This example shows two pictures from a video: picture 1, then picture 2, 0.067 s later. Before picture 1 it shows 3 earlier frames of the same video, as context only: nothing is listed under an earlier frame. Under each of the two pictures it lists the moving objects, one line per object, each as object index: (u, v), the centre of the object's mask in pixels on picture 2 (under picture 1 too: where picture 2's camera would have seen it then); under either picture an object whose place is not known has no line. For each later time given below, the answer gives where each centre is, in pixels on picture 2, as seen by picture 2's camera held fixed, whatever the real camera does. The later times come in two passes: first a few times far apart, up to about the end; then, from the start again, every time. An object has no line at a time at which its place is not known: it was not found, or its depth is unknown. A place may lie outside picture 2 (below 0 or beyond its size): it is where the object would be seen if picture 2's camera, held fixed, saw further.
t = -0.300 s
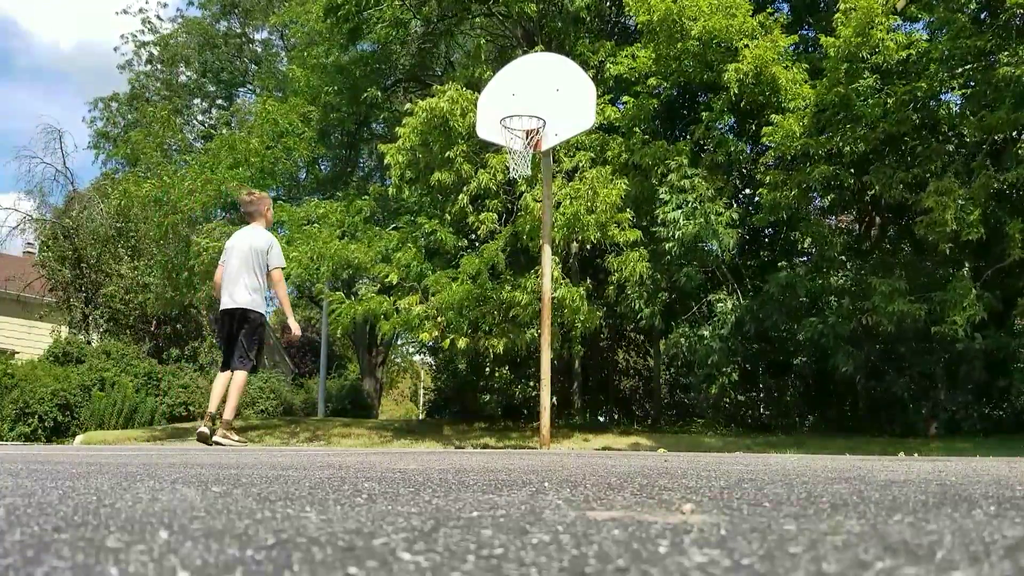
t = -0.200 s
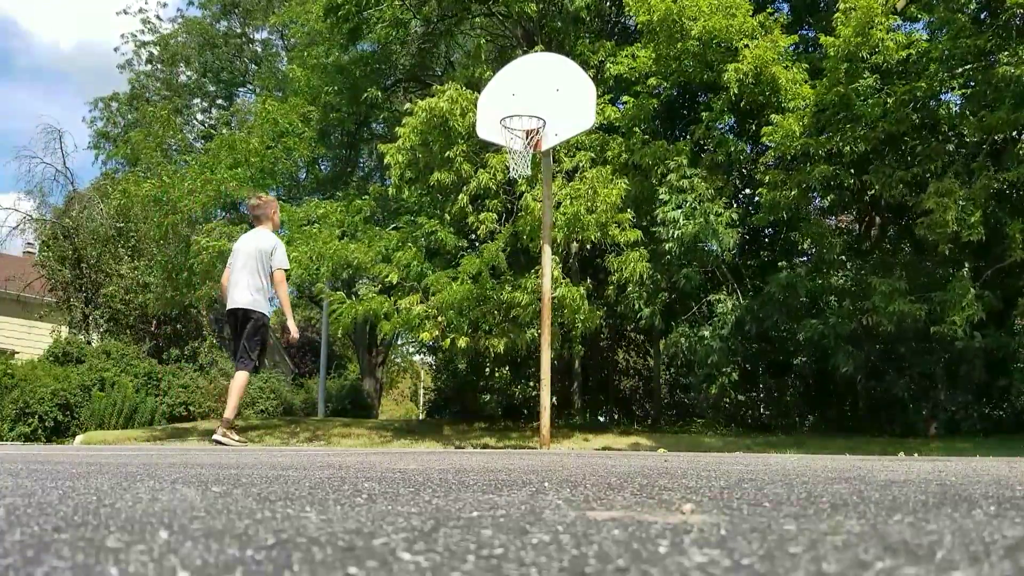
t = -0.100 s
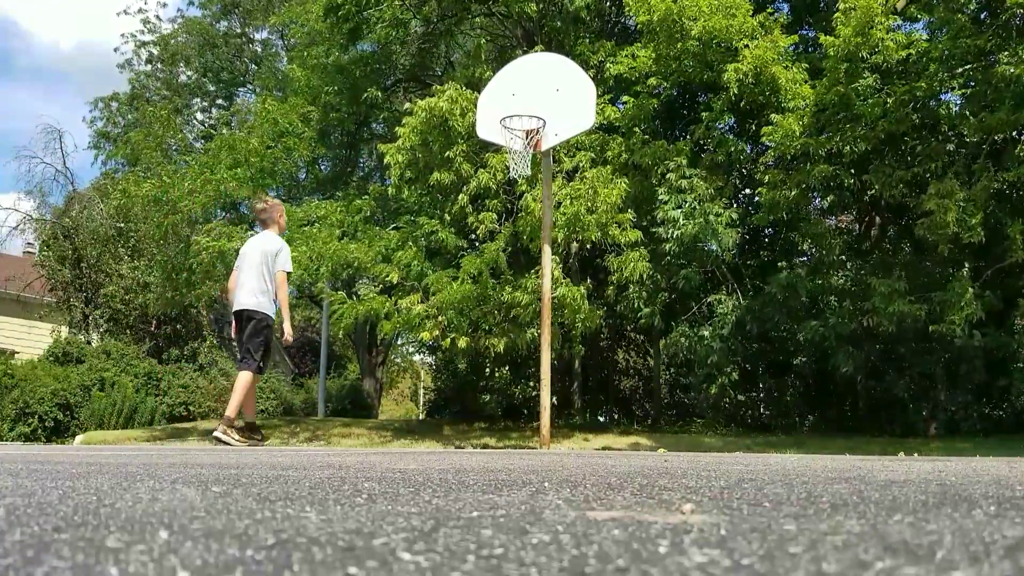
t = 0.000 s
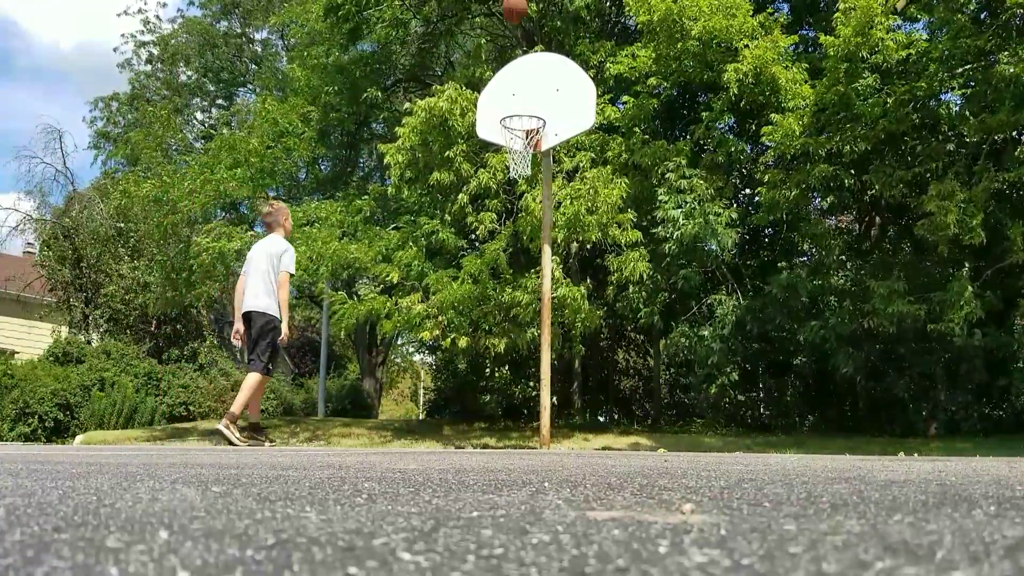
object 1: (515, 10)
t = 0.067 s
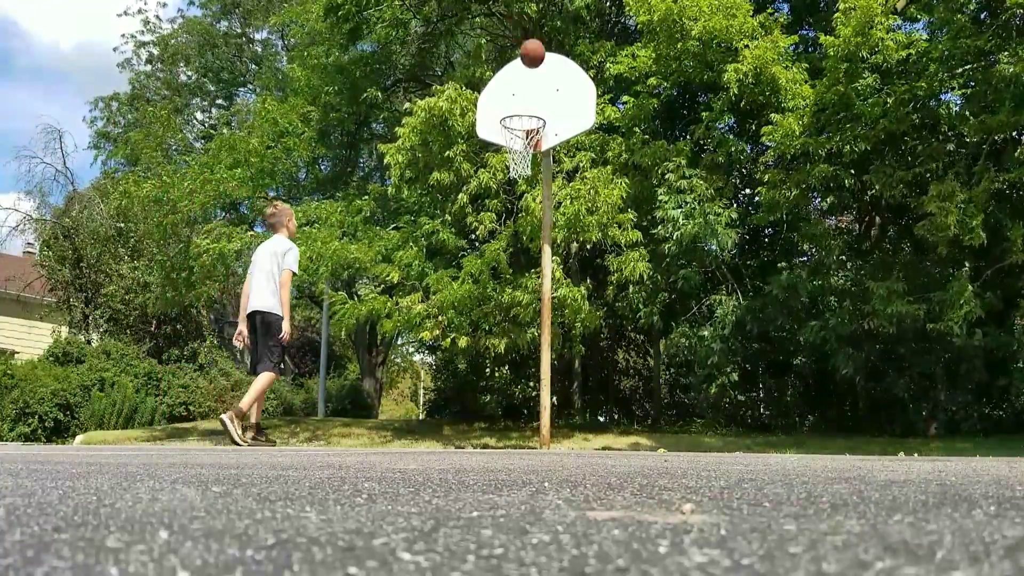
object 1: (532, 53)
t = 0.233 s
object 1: (573, 178)
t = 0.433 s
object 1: (617, 352)
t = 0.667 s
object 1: (650, 338)
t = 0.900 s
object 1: (669, 214)
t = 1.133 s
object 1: (688, 153)
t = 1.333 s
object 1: (704, 144)
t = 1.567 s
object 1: (722, 182)
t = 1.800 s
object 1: (740, 271)
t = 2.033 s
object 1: (759, 410)
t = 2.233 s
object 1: (768, 361)
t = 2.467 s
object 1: (776, 280)
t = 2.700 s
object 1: (786, 254)
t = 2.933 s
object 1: (796, 279)
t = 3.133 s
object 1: (807, 346)
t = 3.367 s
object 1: (817, 428)
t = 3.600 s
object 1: (818, 347)
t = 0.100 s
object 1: (541, 77)
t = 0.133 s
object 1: (549, 101)
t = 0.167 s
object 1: (557, 127)
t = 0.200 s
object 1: (565, 152)
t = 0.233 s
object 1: (573, 178)
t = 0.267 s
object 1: (581, 205)
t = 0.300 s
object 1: (588, 233)
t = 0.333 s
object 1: (595, 262)
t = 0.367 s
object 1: (603, 292)
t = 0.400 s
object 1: (609, 321)
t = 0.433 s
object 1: (617, 352)
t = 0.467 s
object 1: (623, 384)
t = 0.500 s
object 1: (630, 417)
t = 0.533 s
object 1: (636, 440)
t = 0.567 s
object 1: (640, 414)
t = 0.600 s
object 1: (643, 387)
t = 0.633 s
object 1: (646, 362)
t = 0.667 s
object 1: (650, 338)
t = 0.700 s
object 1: (653, 316)
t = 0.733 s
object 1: (655, 295)
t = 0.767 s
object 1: (658, 277)
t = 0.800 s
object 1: (662, 259)
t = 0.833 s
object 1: (664, 243)
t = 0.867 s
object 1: (666, 228)
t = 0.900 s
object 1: (669, 214)
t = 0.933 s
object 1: (672, 202)
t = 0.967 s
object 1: (674, 191)
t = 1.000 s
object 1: (677, 181)
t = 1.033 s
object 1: (680, 171)
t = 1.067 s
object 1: (683, 164)
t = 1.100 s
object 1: (685, 157)
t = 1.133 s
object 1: (688, 153)
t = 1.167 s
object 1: (690, 149)
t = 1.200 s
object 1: (692, 147)
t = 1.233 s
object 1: (695, 144)
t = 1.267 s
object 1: (698, 142)
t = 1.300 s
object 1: (701, 143)
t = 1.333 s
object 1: (704, 144)
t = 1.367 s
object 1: (707, 145)
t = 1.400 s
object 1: (709, 150)
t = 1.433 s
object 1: (712, 153)
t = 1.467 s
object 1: (714, 159)
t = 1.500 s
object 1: (717, 165)
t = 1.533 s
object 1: (719, 174)
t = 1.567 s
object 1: (722, 182)
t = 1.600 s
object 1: (725, 190)
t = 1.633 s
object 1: (727, 202)
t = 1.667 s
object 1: (731, 214)
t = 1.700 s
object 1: (733, 226)
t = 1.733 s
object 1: (735, 240)
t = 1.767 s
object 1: (738, 255)
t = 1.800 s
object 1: (740, 271)
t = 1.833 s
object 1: (744, 287)
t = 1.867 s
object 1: (745, 305)
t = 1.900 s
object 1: (748, 324)
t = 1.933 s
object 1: (751, 344)
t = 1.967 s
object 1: (753, 365)
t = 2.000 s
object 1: (756, 387)
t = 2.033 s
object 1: (759, 410)
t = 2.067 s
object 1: (761, 435)
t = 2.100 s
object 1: (763, 436)
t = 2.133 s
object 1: (765, 416)
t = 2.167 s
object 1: (766, 396)
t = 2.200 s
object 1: (767, 378)
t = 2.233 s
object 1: (768, 361)
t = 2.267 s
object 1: (769, 346)
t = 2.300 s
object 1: (770, 331)
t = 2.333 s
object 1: (771, 319)
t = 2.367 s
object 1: (773, 307)
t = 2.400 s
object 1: (774, 297)
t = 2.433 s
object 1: (775, 288)
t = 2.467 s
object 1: (776, 280)
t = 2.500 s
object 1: (777, 272)
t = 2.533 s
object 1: (779, 266)
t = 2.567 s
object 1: (780, 262)
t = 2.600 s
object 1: (782, 259)
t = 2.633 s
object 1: (783, 256)
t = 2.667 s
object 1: (784, 255)
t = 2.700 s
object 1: (786, 254)
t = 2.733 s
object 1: (787, 254)
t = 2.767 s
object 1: (788, 256)
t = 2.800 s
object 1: (790, 258)
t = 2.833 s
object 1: (792, 262)
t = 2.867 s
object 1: (794, 266)
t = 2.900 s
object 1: (795, 273)
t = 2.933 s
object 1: (796, 279)
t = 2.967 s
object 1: (799, 288)
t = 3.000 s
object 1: (800, 298)
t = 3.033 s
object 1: (801, 308)
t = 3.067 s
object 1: (803, 319)
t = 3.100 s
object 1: (805, 332)
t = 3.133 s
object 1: (807, 346)
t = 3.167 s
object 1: (809, 361)
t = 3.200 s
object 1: (810, 377)
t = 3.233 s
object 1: (812, 393)
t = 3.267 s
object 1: (814, 412)
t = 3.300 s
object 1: (816, 430)
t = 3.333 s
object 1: (818, 443)
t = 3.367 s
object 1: (817, 428)
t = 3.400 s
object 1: (818, 413)
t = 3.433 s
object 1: (818, 400)
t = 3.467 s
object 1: (818, 387)
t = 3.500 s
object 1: (818, 375)
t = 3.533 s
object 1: (818, 365)
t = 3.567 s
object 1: (818, 355)
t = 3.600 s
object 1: (818, 347)
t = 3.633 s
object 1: (818, 340)
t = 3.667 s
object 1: (818, 334)
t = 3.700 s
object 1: (818, 330)
